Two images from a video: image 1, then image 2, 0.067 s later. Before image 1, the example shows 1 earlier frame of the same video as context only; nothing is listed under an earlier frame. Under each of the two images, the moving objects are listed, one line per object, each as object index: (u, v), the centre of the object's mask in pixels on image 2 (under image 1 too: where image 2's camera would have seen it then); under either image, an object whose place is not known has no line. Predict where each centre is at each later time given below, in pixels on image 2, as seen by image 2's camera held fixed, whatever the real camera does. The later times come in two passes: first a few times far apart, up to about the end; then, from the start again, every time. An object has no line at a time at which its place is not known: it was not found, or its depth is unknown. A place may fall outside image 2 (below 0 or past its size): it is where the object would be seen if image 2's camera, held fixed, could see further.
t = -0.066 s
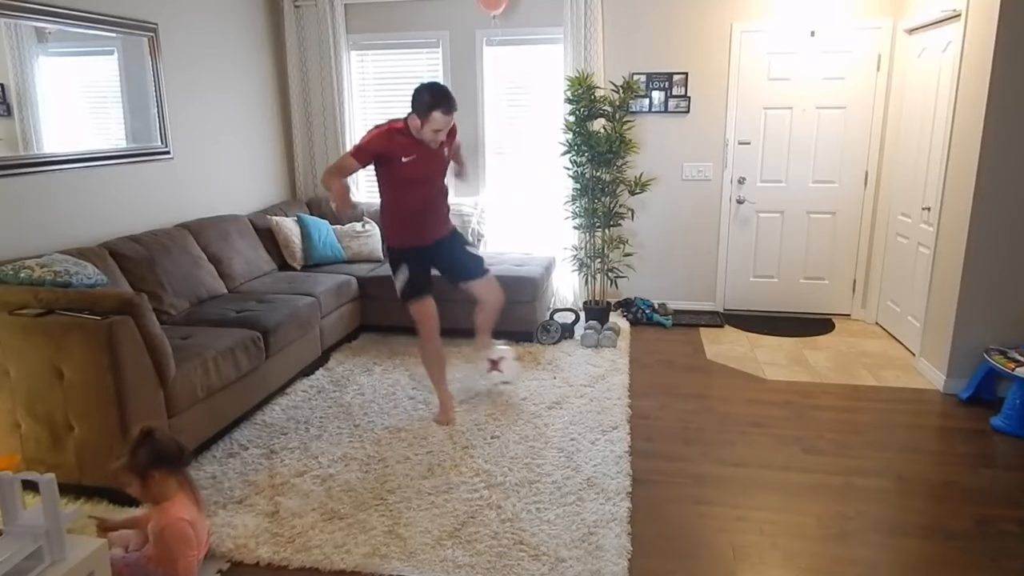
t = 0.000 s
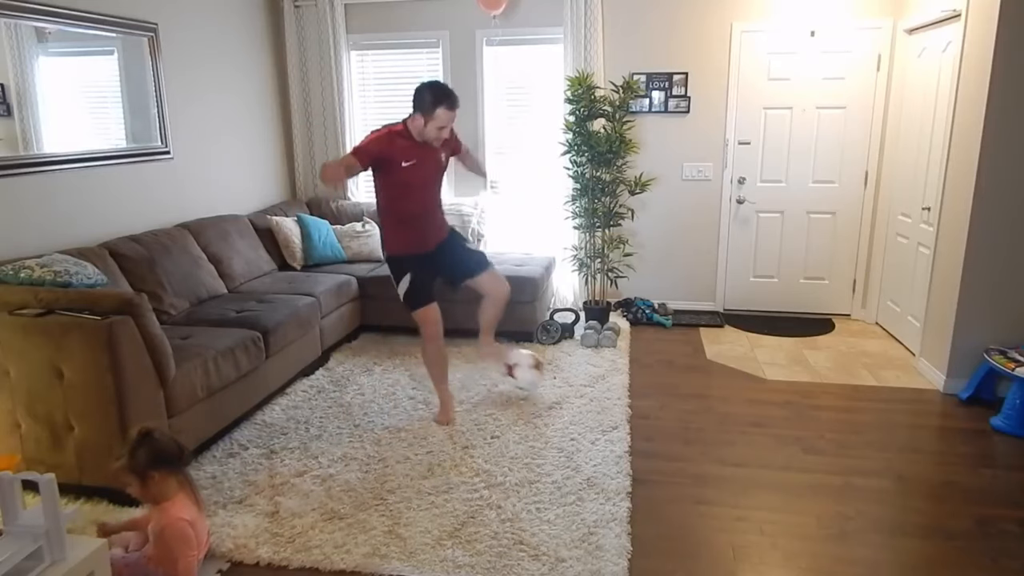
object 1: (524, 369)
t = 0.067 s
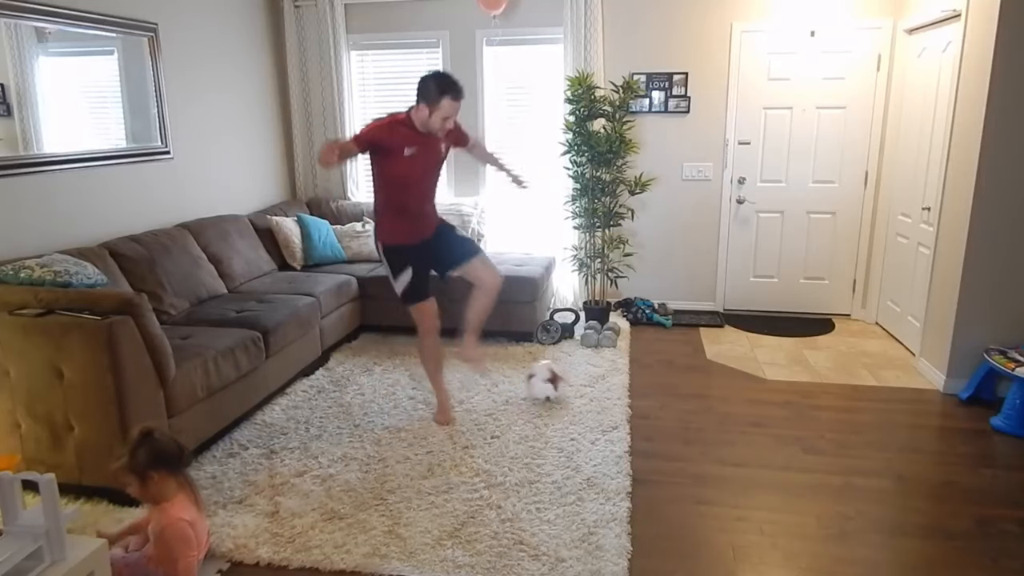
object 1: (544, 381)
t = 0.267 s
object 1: (585, 385)
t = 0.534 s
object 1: (641, 393)
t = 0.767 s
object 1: (690, 398)
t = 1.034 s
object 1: (747, 404)
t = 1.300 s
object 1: (809, 413)
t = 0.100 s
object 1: (553, 379)
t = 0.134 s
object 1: (560, 378)
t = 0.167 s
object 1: (566, 380)
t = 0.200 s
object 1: (574, 381)
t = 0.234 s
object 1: (579, 385)
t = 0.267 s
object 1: (585, 385)
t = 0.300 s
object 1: (593, 384)
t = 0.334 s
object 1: (599, 386)
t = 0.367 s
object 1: (607, 386)
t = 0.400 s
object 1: (613, 387)
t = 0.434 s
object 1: (620, 387)
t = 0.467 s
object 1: (627, 389)
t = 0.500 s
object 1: (635, 391)
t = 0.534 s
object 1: (641, 393)
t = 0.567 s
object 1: (647, 393)
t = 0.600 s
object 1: (653, 395)
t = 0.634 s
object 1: (661, 394)
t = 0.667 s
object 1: (668, 395)
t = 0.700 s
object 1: (675, 395)
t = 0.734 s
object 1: (682, 397)
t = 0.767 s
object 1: (690, 398)
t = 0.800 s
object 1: (698, 399)
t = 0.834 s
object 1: (705, 400)
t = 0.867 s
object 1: (712, 401)
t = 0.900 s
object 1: (719, 402)
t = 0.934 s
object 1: (726, 403)
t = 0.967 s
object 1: (733, 403)
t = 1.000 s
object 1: (740, 404)
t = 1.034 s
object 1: (747, 404)
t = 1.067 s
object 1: (756, 405)
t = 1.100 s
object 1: (763, 405)
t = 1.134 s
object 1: (770, 406)
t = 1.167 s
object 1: (778, 408)
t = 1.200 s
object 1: (786, 410)
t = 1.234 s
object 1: (794, 411)
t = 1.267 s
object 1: (802, 413)
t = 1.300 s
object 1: (809, 413)
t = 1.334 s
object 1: (818, 413)
